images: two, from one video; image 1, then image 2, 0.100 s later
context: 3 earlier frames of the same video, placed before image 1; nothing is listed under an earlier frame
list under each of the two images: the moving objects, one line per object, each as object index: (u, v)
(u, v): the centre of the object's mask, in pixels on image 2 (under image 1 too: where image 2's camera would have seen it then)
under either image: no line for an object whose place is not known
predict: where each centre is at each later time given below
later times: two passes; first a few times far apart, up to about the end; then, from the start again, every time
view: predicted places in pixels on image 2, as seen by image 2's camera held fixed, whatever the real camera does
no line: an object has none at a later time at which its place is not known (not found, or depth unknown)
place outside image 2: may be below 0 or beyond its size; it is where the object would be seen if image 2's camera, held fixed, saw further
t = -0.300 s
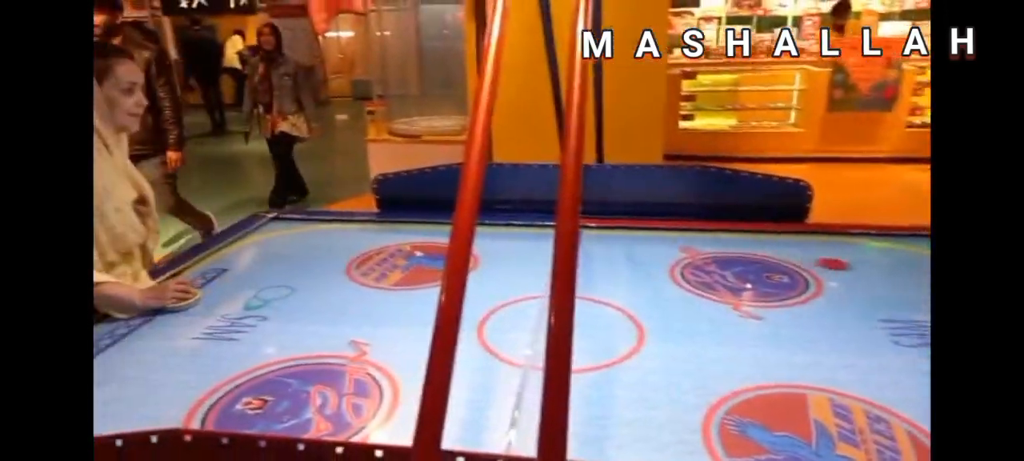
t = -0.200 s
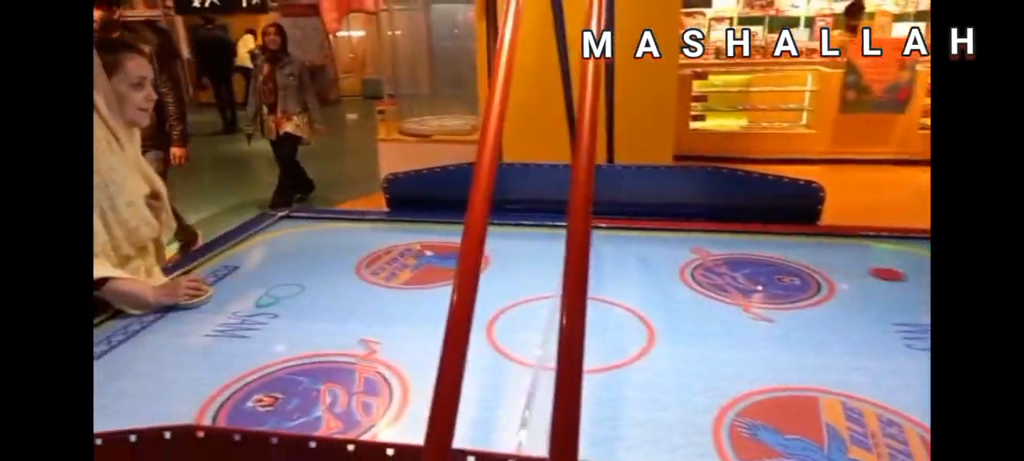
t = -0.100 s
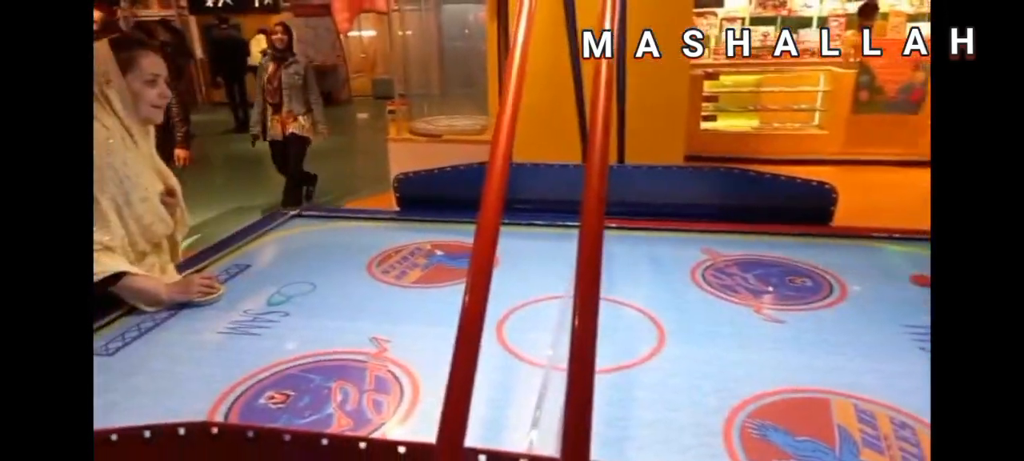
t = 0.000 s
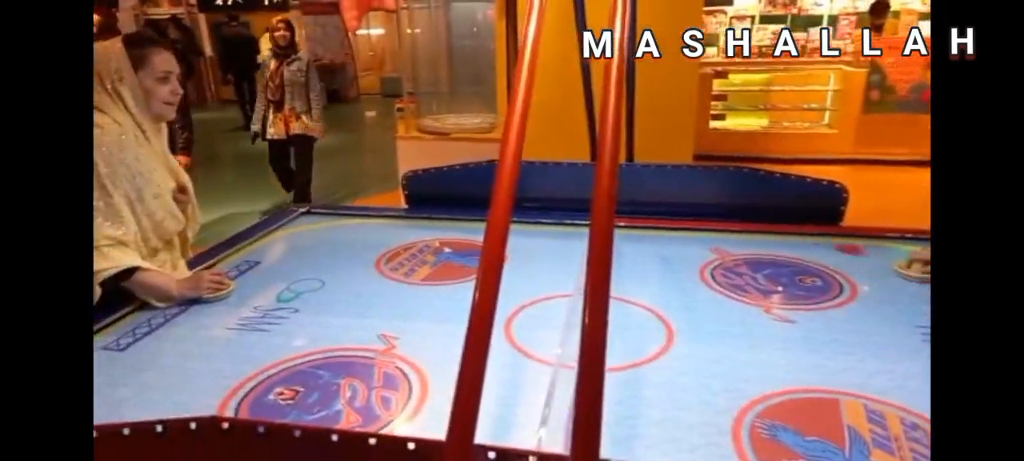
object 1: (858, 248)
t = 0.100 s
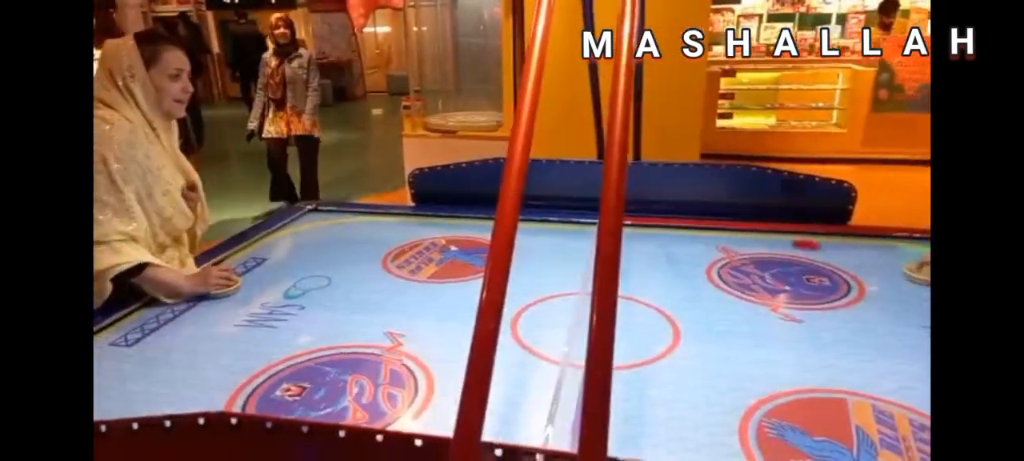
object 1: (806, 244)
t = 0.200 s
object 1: (778, 262)
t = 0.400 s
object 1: (727, 299)
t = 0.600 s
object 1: (696, 324)
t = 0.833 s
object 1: (679, 332)
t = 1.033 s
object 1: (680, 332)
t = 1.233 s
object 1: (681, 332)
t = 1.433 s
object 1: (681, 333)
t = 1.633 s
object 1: (682, 333)
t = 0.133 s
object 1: (797, 251)
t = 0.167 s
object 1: (789, 257)
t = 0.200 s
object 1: (778, 262)
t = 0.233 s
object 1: (771, 269)
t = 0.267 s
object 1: (761, 275)
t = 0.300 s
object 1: (751, 282)
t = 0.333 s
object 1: (743, 287)
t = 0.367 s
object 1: (735, 293)
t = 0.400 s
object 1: (727, 299)
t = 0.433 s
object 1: (720, 304)
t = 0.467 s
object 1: (714, 309)
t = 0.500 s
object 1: (708, 313)
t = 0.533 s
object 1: (704, 317)
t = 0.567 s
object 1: (699, 321)
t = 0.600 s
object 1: (696, 324)
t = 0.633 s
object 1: (691, 326)
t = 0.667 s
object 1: (688, 328)
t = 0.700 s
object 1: (685, 329)
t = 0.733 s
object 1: (682, 331)
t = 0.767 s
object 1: (680, 331)
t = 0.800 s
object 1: (680, 332)
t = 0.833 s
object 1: (679, 332)
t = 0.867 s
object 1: (679, 332)
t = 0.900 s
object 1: (680, 332)
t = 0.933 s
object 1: (680, 332)
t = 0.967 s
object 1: (679, 332)
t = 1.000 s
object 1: (680, 332)
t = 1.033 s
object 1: (680, 332)
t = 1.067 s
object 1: (680, 332)
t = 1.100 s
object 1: (680, 332)
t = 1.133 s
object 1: (680, 332)
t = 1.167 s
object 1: (681, 332)
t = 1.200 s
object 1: (680, 332)
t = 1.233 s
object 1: (681, 332)
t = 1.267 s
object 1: (681, 332)
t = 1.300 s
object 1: (681, 333)
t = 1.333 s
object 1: (681, 333)
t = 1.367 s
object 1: (681, 333)
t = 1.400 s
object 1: (681, 333)
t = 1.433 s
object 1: (681, 333)
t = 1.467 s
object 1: (681, 333)
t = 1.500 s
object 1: (681, 332)
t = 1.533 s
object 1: (682, 333)
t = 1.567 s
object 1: (682, 333)
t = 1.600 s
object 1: (682, 333)
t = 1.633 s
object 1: (682, 333)
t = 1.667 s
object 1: (682, 333)
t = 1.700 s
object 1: (682, 333)
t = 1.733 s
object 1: (682, 333)
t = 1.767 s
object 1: (683, 333)
